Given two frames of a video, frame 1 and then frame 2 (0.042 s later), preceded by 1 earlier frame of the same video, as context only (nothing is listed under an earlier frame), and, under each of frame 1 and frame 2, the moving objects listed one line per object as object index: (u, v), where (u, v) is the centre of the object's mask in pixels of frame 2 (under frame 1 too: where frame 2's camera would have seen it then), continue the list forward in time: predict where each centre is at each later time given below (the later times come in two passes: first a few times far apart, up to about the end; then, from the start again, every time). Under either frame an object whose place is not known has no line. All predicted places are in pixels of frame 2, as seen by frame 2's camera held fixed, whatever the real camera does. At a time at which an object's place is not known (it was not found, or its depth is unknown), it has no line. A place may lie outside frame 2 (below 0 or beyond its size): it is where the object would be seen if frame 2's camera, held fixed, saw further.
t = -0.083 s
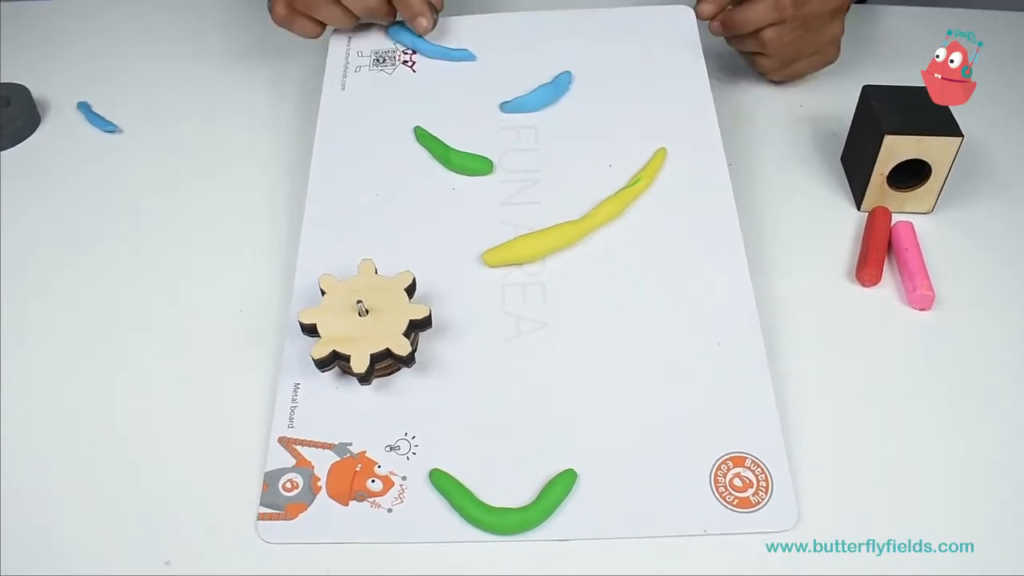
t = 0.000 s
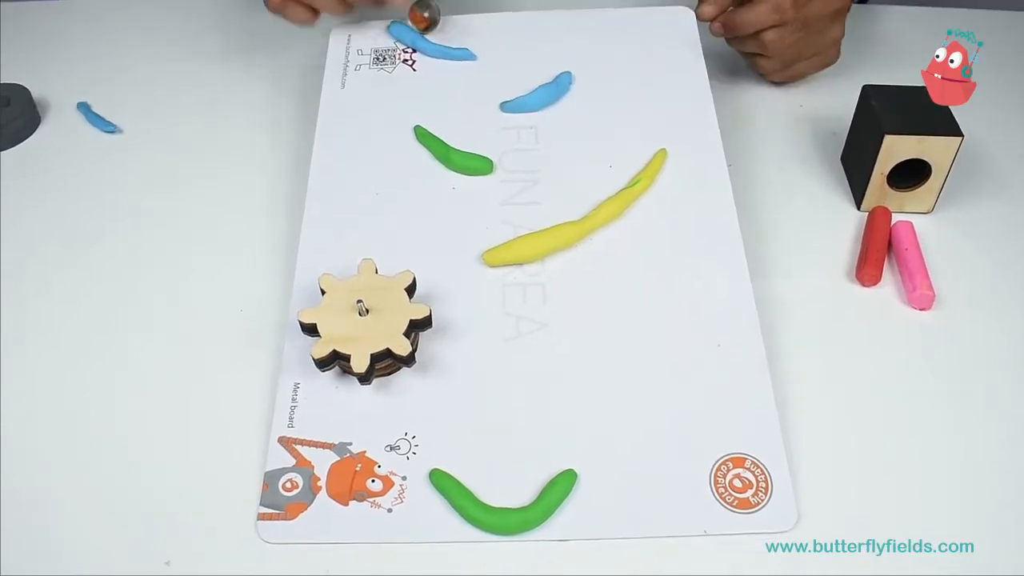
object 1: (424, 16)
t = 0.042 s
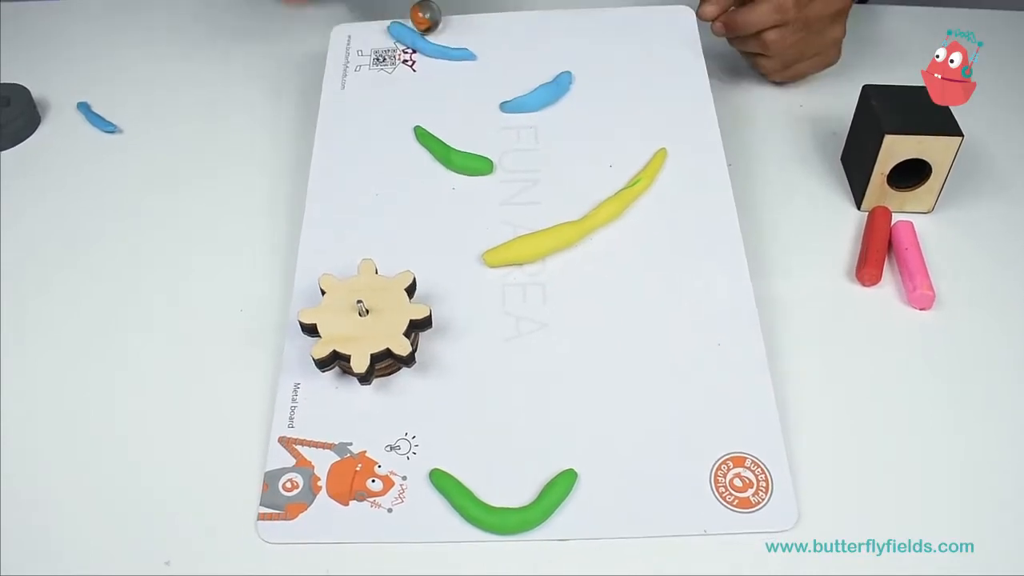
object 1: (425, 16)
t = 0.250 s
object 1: (446, 29)
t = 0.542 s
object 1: (501, 60)
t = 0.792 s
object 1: (454, 126)
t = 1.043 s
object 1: (473, 134)
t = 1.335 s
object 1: (503, 144)
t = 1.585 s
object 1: (526, 213)
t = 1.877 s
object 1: (446, 258)
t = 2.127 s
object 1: (460, 341)
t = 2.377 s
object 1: (533, 482)
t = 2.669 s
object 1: (486, 446)
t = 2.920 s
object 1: (499, 481)
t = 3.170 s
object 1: (517, 482)
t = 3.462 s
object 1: (508, 482)
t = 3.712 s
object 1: (511, 483)
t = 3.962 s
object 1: (512, 482)
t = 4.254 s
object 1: (512, 483)
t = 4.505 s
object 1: (512, 483)
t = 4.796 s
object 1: (512, 483)
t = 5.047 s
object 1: (512, 483)
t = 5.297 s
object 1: (512, 483)
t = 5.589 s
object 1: (512, 483)
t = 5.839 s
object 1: (512, 482)
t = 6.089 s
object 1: (512, 483)
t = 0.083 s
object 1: (427, 17)
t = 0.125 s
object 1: (430, 18)
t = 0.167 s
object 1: (433, 21)
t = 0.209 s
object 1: (438, 25)
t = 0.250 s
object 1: (446, 29)
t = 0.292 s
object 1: (456, 29)
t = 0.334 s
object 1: (465, 30)
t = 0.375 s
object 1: (474, 31)
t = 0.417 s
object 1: (481, 33)
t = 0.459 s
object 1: (488, 39)
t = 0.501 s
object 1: (495, 47)
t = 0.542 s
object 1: (501, 60)
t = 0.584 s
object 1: (506, 77)
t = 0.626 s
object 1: (506, 81)
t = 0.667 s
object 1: (499, 87)
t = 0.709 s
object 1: (484, 104)
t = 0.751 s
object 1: (465, 119)
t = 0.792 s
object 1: (454, 126)
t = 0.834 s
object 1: (456, 126)
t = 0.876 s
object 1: (462, 126)
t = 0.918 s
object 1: (466, 126)
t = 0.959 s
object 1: (467, 129)
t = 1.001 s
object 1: (470, 134)
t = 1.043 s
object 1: (473, 134)
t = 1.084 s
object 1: (477, 135)
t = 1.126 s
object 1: (481, 136)
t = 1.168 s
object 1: (484, 136)
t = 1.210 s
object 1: (488, 137)
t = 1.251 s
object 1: (492, 138)
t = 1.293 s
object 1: (498, 140)
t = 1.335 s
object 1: (503, 144)
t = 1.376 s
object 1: (508, 151)
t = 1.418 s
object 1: (514, 163)
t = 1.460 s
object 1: (520, 179)
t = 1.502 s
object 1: (526, 198)
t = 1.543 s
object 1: (528, 213)
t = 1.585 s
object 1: (526, 213)
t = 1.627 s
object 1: (520, 214)
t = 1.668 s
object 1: (511, 218)
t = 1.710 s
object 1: (501, 223)
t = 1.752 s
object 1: (490, 227)
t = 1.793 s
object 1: (476, 233)
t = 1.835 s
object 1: (462, 244)
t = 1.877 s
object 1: (446, 258)
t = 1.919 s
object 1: (434, 277)
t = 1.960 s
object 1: (438, 283)
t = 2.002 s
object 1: (442, 292)
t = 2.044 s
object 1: (446, 304)
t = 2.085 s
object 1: (453, 321)
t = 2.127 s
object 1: (460, 341)
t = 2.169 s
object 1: (468, 368)
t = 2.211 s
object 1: (472, 400)
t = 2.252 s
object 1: (479, 438)
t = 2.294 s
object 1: (487, 475)
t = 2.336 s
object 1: (511, 486)
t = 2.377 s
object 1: (533, 482)
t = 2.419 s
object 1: (544, 472)
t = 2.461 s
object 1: (544, 462)
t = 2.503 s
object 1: (533, 454)
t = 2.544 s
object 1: (521, 446)
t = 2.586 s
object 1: (508, 442)
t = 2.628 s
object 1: (496, 441)
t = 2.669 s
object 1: (486, 446)
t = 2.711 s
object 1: (476, 457)
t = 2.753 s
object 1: (474, 462)
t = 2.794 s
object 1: (478, 464)
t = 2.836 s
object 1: (483, 469)
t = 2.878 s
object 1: (490, 476)
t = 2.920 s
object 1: (499, 481)
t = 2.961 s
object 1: (512, 483)
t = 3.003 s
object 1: (520, 480)
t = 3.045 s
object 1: (524, 476)
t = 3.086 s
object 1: (524, 476)
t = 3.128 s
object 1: (522, 479)
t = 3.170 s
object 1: (517, 482)
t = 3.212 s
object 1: (510, 482)
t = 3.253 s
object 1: (502, 482)
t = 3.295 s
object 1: (497, 481)
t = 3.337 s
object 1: (496, 480)
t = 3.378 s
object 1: (498, 481)
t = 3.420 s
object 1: (503, 482)
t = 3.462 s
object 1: (508, 482)
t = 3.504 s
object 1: (513, 483)
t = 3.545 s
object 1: (515, 483)
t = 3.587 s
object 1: (516, 482)
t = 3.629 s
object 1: (514, 483)
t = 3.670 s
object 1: (513, 483)
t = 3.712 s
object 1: (511, 483)
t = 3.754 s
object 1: (511, 483)
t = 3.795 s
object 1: (511, 483)
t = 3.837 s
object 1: (512, 483)
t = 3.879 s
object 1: (512, 483)
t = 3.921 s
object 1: (512, 483)
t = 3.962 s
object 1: (512, 482)
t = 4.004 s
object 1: (512, 483)
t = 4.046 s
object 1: (512, 483)
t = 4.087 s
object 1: (512, 483)
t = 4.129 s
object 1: (512, 482)
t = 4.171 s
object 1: (511, 483)
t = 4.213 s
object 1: (511, 483)
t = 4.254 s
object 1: (512, 483)
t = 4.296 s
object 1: (511, 483)
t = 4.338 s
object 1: (511, 483)
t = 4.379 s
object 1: (512, 483)
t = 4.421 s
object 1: (511, 483)
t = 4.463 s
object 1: (512, 483)
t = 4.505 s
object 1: (512, 483)
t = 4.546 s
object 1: (512, 483)
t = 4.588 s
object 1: (511, 483)
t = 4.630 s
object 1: (512, 483)
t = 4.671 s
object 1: (512, 482)
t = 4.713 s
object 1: (511, 483)
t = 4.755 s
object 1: (512, 483)
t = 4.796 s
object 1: (512, 483)
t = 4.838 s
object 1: (512, 482)
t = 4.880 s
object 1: (512, 483)
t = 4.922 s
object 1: (512, 483)
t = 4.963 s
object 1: (512, 483)
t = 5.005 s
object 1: (512, 483)
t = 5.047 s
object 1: (512, 483)
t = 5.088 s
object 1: (512, 483)
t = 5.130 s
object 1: (512, 483)
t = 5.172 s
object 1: (512, 483)
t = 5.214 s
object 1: (511, 483)
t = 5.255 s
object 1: (512, 483)
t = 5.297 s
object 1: (512, 483)
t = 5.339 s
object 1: (512, 483)
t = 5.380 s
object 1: (512, 483)
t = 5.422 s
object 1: (511, 483)
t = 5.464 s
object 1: (512, 483)
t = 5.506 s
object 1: (512, 483)
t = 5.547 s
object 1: (512, 483)
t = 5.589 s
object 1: (512, 483)
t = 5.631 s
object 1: (512, 483)
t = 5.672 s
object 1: (512, 483)
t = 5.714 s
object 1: (512, 483)
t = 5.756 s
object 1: (512, 483)
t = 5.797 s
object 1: (512, 483)
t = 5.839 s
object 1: (512, 482)
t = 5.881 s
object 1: (512, 483)
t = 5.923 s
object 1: (512, 482)
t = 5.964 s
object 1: (512, 483)
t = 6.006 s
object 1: (512, 483)
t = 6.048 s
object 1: (512, 483)
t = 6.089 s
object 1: (512, 483)
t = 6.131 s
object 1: (512, 483)
